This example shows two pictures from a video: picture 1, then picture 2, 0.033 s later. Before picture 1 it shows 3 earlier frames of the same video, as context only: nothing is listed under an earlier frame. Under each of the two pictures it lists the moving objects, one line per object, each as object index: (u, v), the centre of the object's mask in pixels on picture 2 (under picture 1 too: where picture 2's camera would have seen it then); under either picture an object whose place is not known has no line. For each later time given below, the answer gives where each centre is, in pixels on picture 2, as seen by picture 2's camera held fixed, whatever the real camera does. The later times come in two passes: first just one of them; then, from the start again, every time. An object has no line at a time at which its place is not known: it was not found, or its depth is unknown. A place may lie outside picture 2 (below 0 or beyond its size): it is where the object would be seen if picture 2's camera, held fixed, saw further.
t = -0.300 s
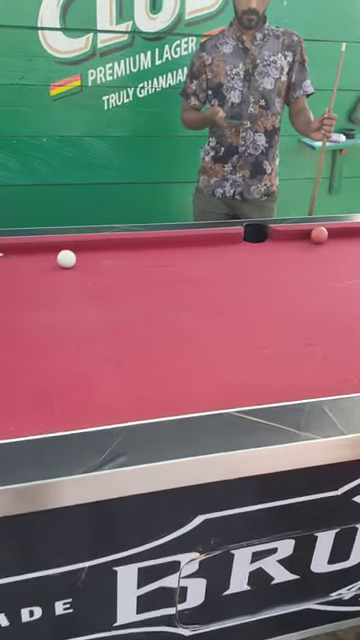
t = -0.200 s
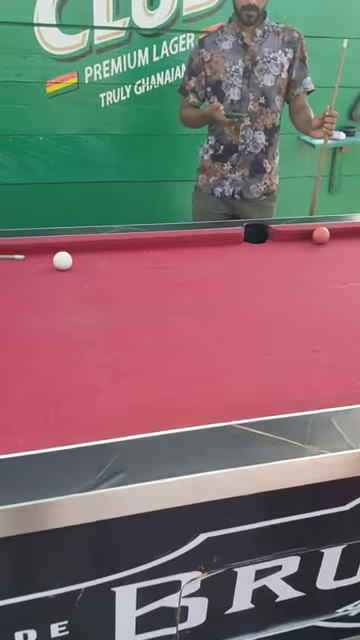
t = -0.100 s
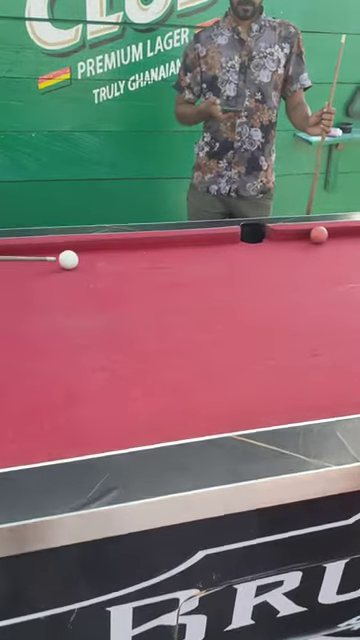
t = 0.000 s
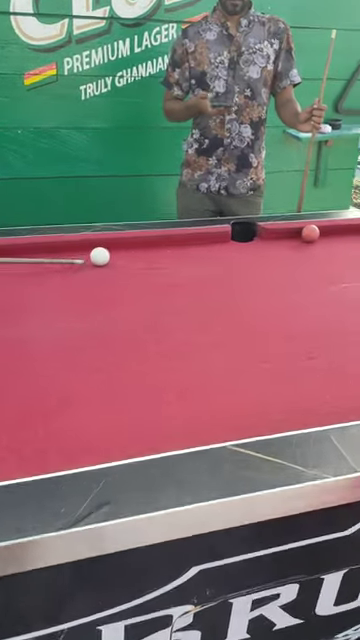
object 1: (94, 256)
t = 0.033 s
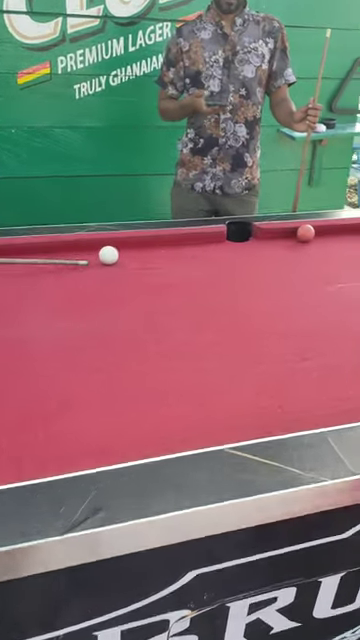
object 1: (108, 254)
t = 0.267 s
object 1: (197, 244)
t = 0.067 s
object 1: (122, 253)
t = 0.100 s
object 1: (135, 252)
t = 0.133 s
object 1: (148, 250)
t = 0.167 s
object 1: (160, 248)
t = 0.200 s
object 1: (172, 247)
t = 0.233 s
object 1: (185, 246)
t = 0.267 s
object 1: (197, 244)
